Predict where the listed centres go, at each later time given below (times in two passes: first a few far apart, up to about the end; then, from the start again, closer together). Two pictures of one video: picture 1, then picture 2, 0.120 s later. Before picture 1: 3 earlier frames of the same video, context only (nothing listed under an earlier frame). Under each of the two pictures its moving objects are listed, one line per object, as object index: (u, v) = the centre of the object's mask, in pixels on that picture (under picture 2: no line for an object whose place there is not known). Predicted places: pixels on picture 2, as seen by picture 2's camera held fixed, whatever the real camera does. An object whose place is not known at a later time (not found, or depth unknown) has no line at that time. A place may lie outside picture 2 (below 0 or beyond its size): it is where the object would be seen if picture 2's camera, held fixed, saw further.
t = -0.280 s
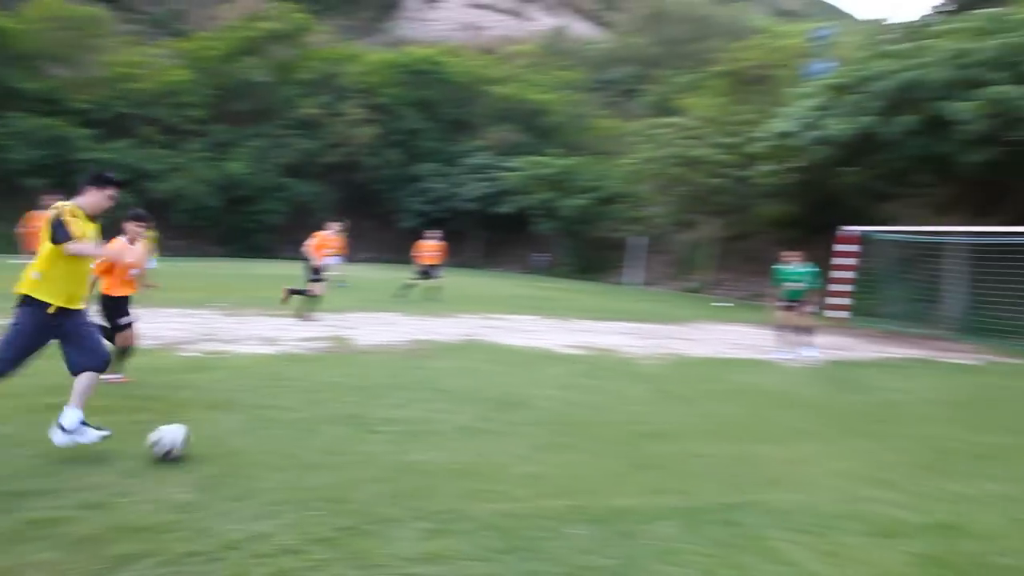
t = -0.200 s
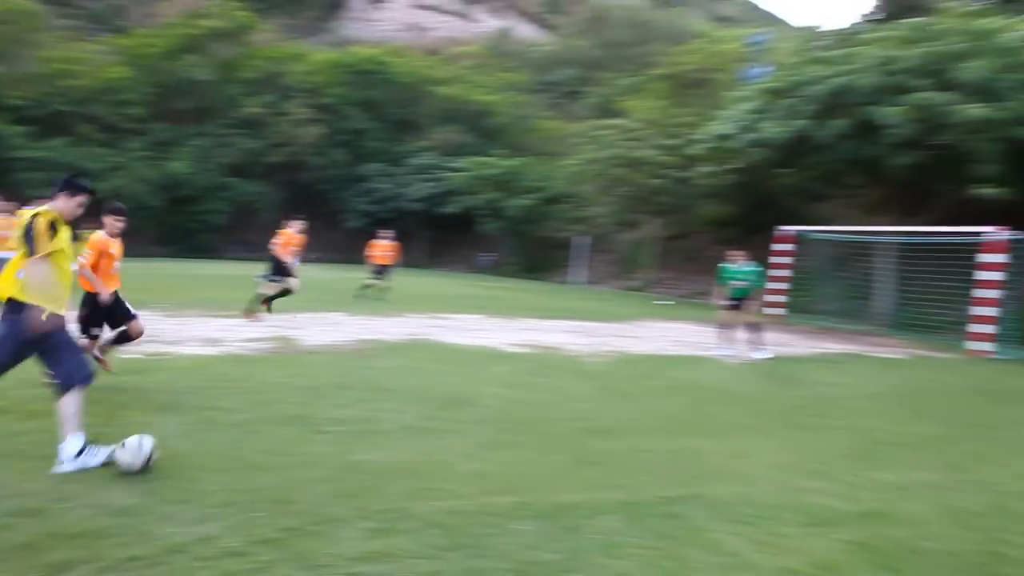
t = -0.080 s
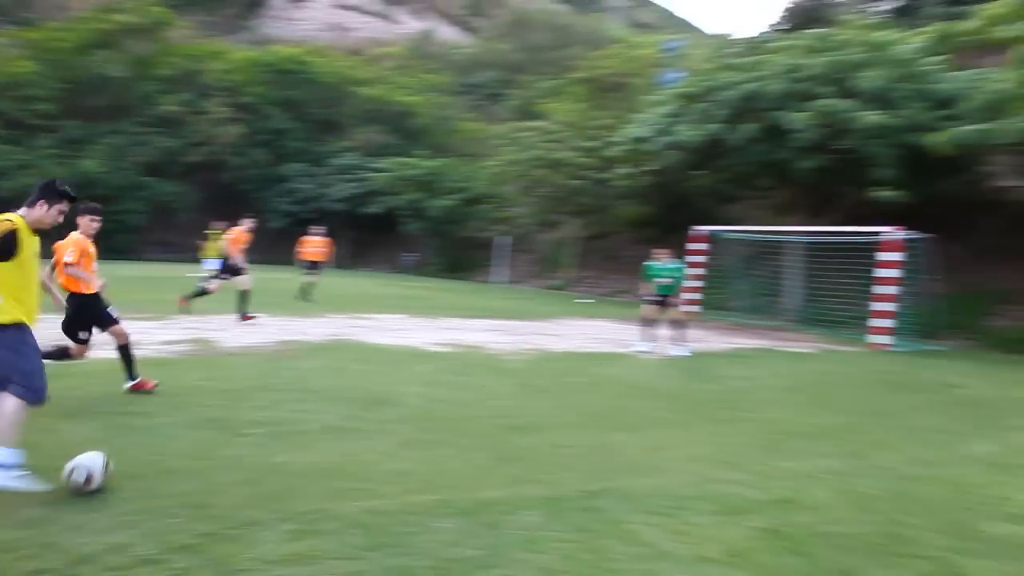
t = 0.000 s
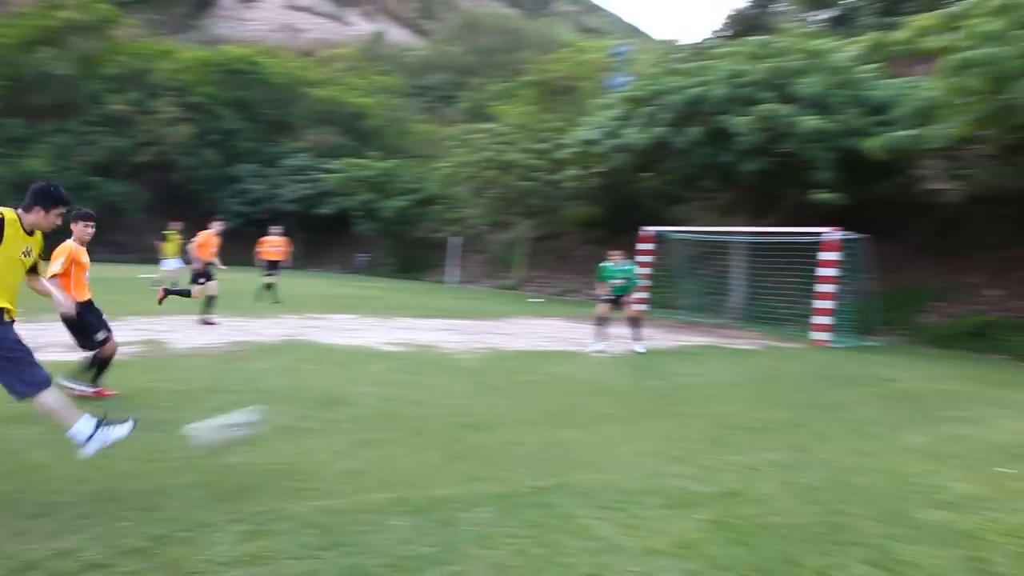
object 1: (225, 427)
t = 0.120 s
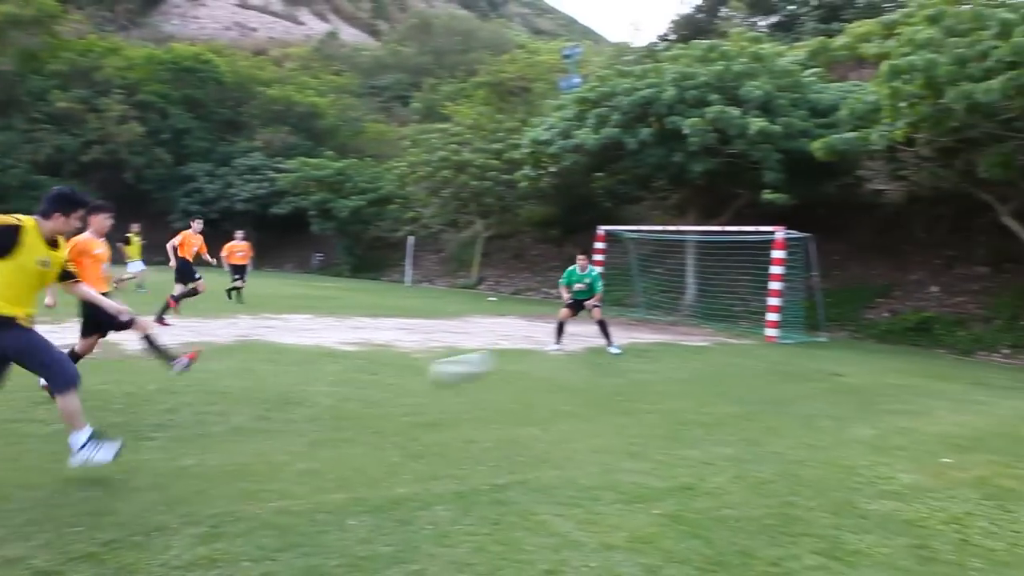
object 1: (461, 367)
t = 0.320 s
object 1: (743, 327)
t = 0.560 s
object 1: (923, 331)
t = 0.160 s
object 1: (530, 356)
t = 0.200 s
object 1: (588, 344)
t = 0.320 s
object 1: (743, 327)
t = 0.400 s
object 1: (816, 324)
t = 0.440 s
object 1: (848, 325)
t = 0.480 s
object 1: (874, 326)
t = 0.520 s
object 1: (900, 327)
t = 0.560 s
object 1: (923, 331)
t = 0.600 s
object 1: (944, 334)
